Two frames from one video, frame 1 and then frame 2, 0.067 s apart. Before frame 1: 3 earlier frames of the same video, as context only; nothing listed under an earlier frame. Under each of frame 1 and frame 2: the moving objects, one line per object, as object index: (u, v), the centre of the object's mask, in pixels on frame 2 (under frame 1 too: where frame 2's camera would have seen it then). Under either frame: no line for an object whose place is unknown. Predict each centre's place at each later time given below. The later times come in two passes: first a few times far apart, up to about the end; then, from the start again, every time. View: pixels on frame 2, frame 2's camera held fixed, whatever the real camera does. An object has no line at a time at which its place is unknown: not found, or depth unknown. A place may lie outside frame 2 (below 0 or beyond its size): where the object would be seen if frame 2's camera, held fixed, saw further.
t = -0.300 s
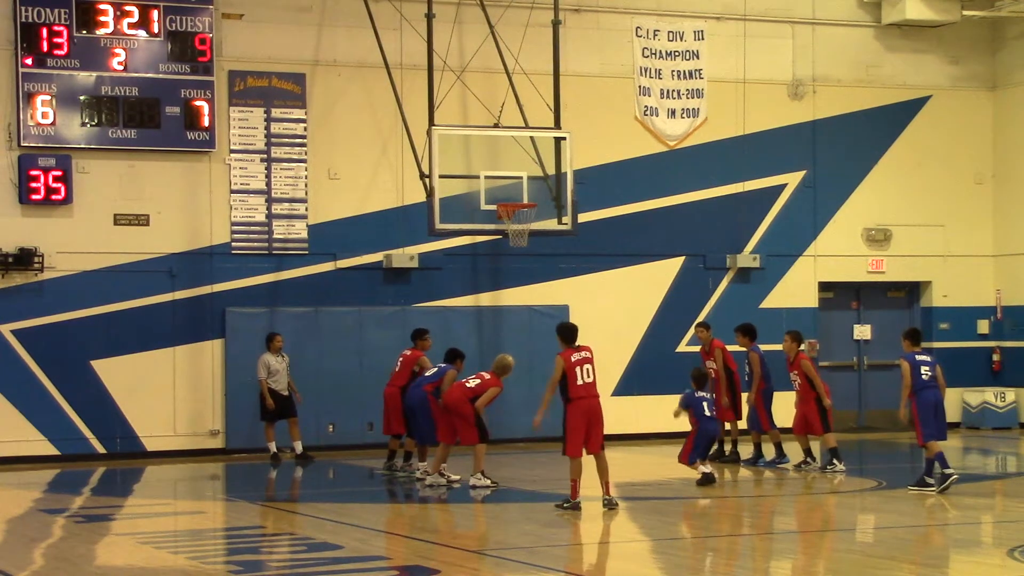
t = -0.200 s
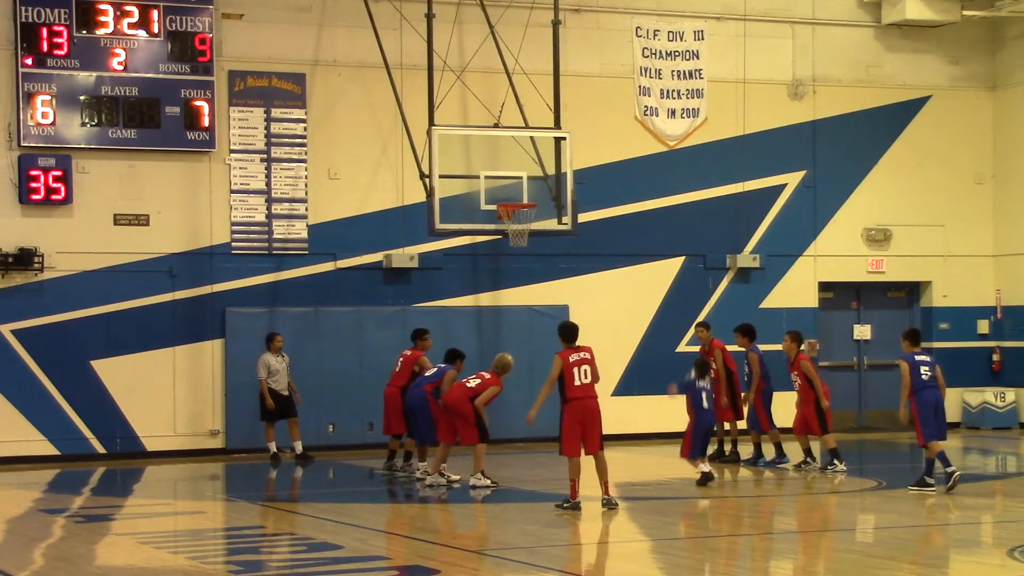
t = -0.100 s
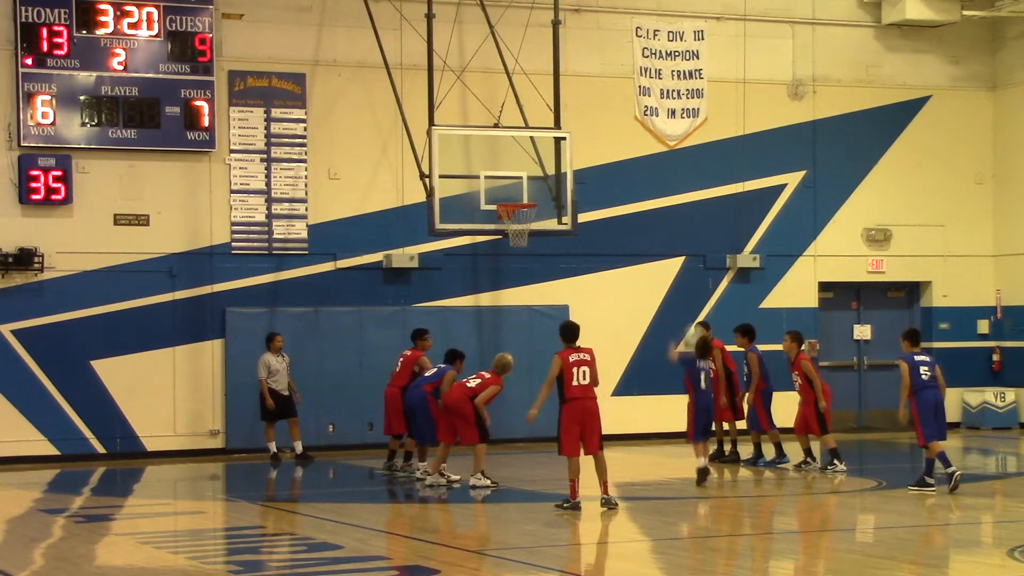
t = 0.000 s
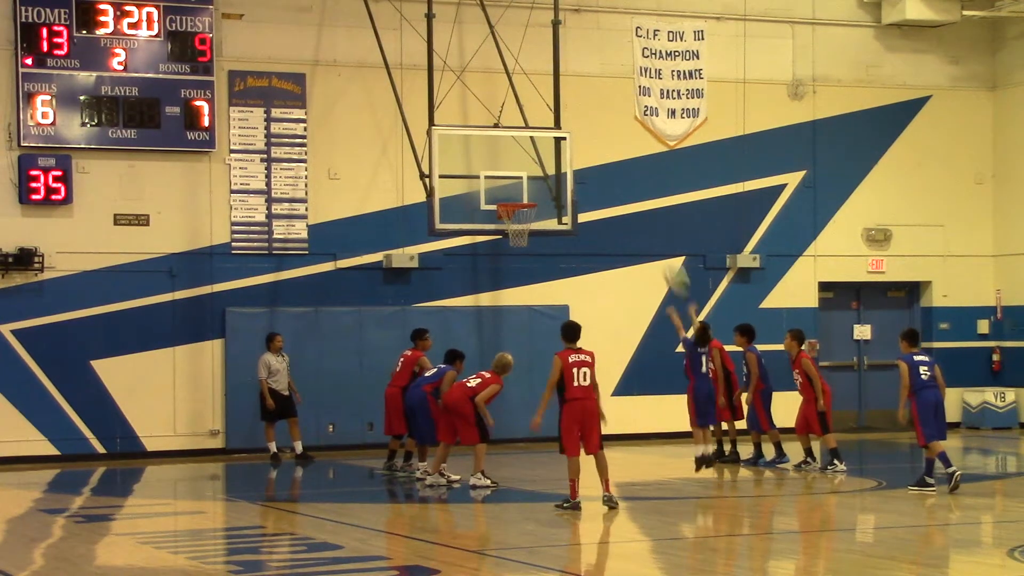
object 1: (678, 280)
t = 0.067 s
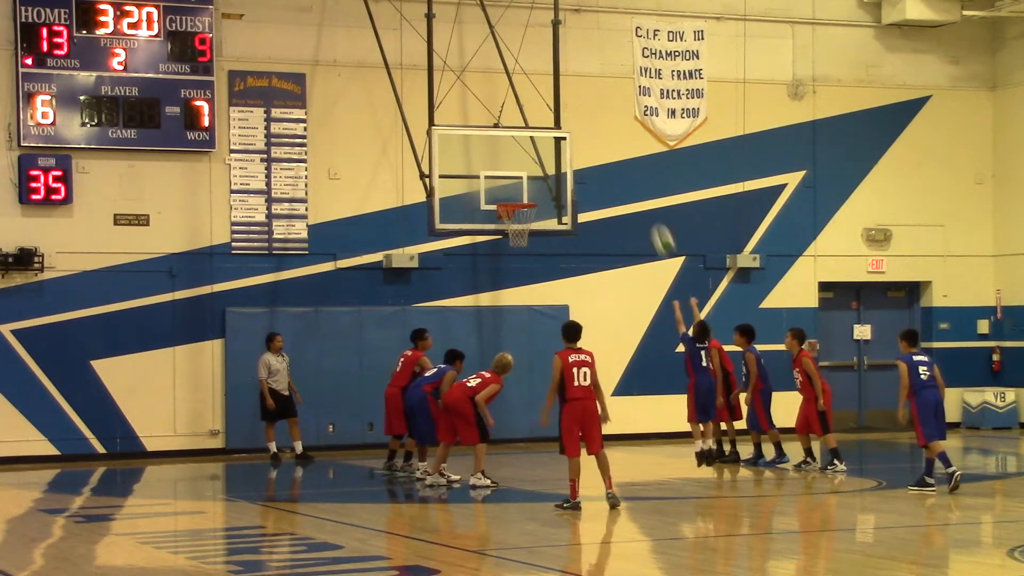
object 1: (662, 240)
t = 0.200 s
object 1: (634, 181)
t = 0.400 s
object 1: (595, 127)
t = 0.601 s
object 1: (562, 111)
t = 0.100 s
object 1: (655, 224)
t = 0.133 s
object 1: (648, 210)
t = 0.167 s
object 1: (640, 191)
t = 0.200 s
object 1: (634, 181)
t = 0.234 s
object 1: (628, 170)
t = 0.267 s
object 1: (621, 162)
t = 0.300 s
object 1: (614, 150)
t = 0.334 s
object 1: (608, 141)
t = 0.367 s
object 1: (601, 133)
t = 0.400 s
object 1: (595, 127)
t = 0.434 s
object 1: (590, 122)
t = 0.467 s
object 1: (584, 118)
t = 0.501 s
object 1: (579, 115)
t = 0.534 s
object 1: (574, 113)
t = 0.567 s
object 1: (568, 111)
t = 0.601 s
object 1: (562, 111)
